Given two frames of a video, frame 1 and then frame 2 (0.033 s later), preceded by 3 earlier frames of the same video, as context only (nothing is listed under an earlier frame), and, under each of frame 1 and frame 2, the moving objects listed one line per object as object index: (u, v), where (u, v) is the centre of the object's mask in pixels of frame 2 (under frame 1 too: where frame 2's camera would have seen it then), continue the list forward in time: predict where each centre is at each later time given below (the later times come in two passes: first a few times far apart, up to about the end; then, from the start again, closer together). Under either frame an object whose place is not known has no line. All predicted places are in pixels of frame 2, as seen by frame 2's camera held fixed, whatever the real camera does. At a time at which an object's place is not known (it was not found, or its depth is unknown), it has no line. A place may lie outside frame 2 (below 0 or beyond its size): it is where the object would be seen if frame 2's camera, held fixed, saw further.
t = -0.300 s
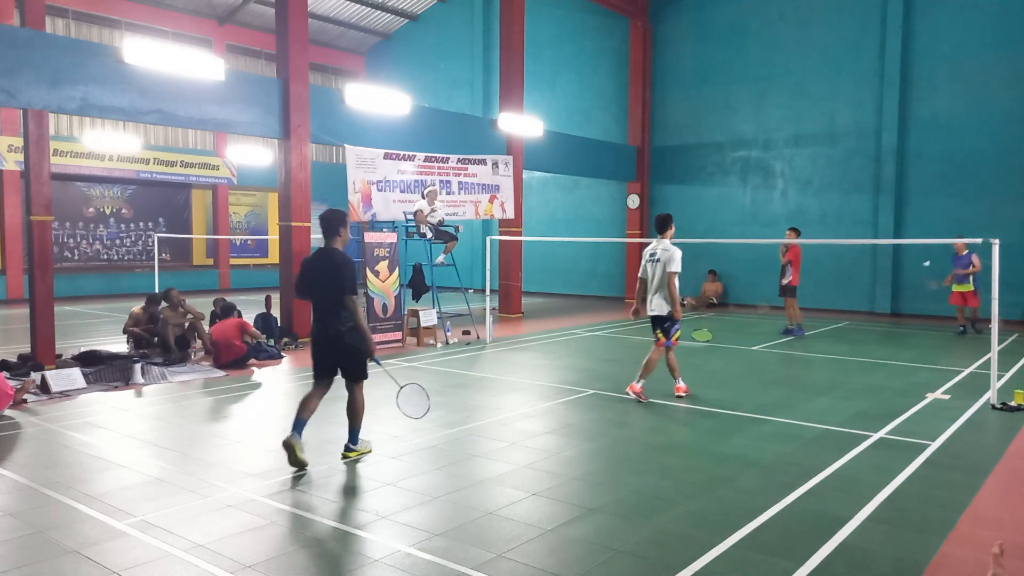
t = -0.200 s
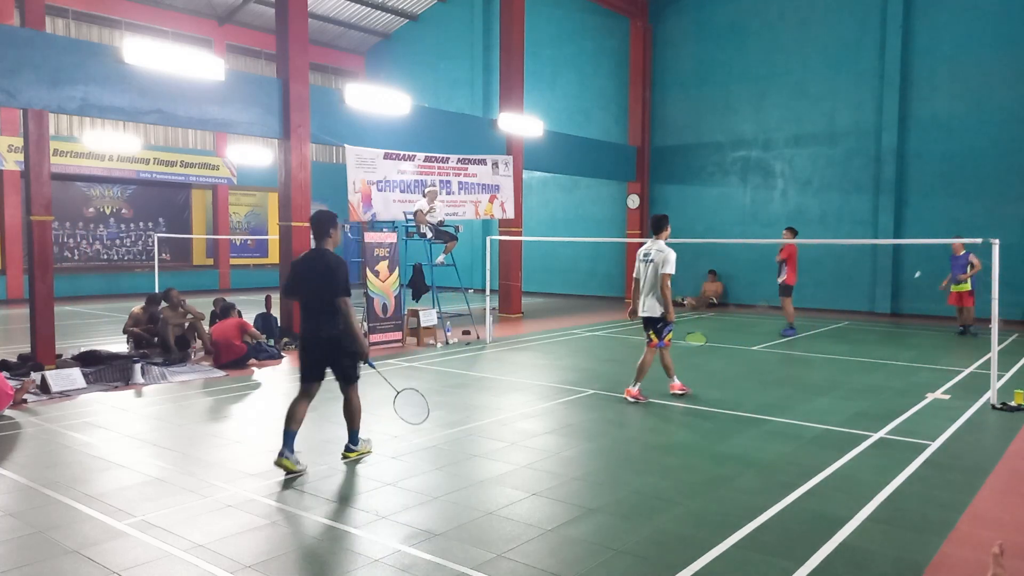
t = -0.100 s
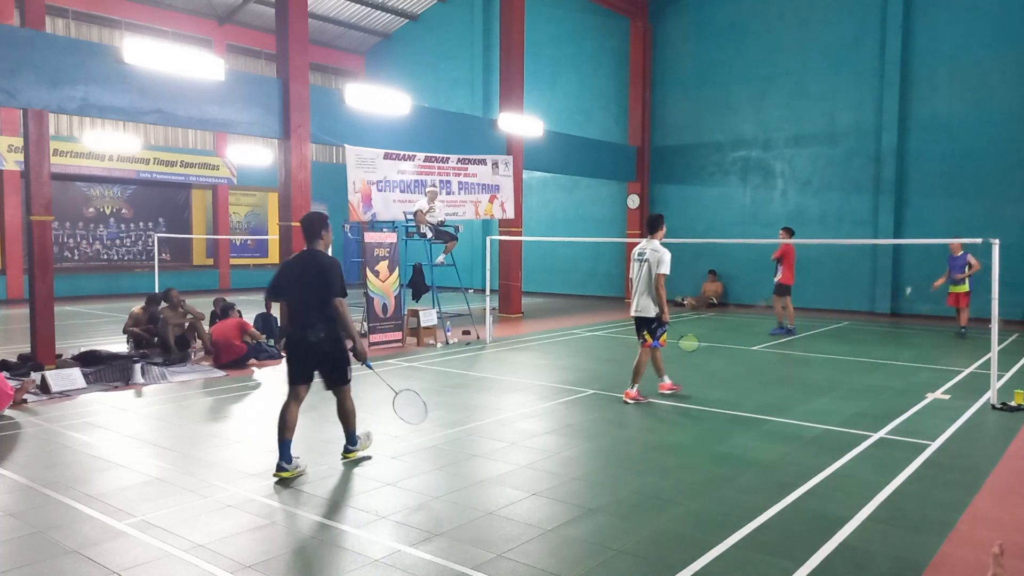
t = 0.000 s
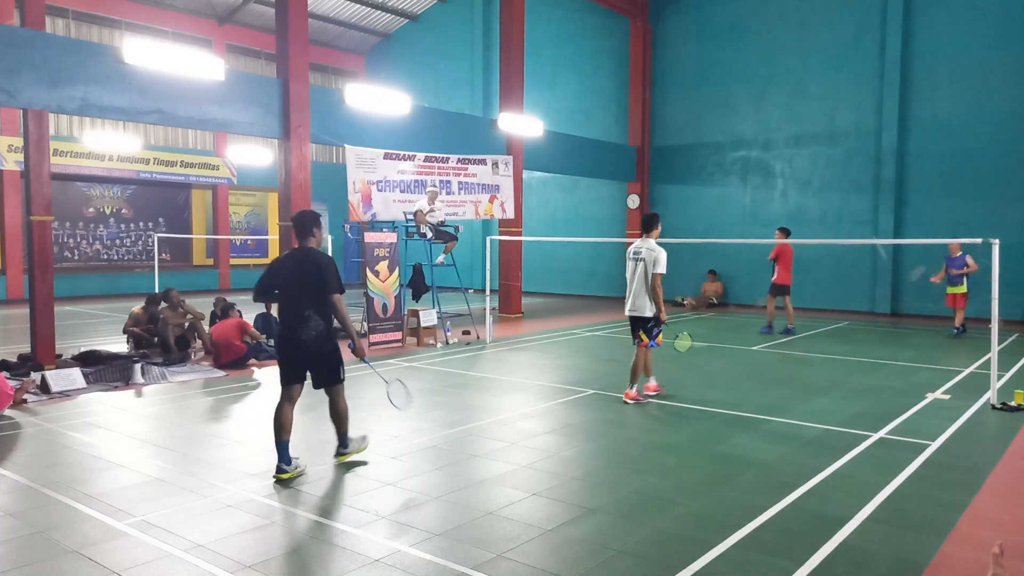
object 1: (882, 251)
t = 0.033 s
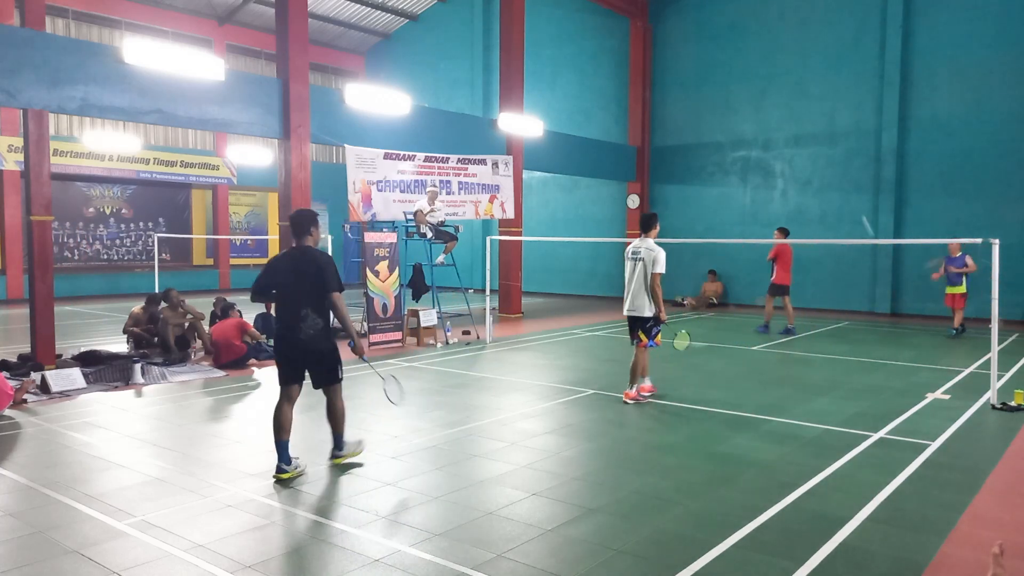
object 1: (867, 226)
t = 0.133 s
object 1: (837, 170)
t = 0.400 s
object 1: (772, 84)
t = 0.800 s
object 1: (687, 73)
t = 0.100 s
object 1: (847, 187)
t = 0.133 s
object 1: (837, 170)
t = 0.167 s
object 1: (828, 155)
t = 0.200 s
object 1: (819, 142)
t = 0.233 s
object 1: (810, 129)
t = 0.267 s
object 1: (802, 118)
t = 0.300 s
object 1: (794, 108)
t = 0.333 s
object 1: (786, 98)
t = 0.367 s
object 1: (779, 91)
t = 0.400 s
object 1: (772, 84)
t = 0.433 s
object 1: (764, 78)
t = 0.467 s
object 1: (757, 73)
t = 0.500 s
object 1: (750, 69)
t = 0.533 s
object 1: (743, 66)
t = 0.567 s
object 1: (736, 64)
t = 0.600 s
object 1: (729, 63)
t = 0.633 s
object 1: (721, 62)
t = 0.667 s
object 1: (714, 63)
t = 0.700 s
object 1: (707, 64)
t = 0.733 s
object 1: (700, 66)
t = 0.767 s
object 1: (694, 69)
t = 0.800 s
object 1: (687, 73)
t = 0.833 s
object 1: (680, 78)
